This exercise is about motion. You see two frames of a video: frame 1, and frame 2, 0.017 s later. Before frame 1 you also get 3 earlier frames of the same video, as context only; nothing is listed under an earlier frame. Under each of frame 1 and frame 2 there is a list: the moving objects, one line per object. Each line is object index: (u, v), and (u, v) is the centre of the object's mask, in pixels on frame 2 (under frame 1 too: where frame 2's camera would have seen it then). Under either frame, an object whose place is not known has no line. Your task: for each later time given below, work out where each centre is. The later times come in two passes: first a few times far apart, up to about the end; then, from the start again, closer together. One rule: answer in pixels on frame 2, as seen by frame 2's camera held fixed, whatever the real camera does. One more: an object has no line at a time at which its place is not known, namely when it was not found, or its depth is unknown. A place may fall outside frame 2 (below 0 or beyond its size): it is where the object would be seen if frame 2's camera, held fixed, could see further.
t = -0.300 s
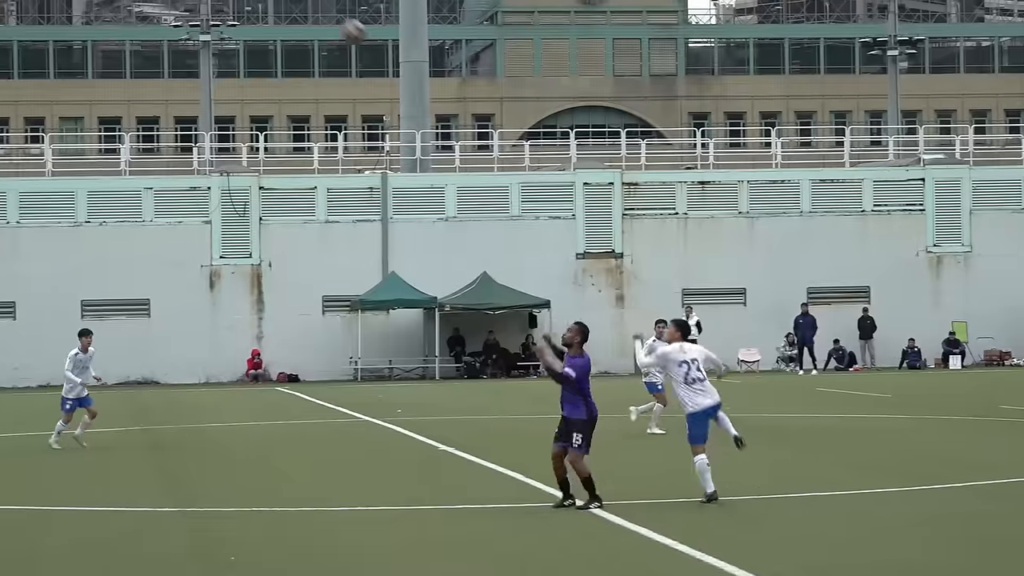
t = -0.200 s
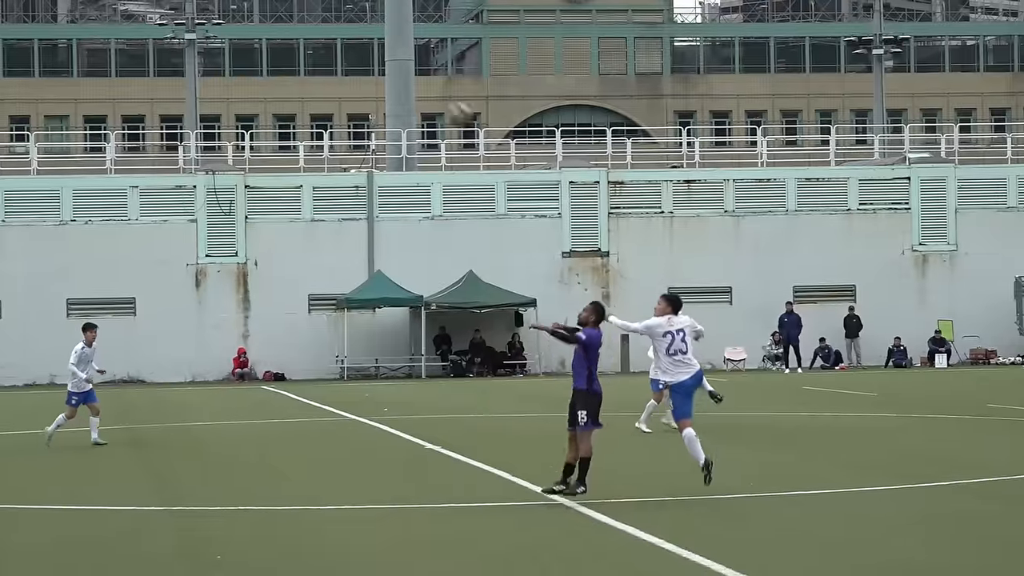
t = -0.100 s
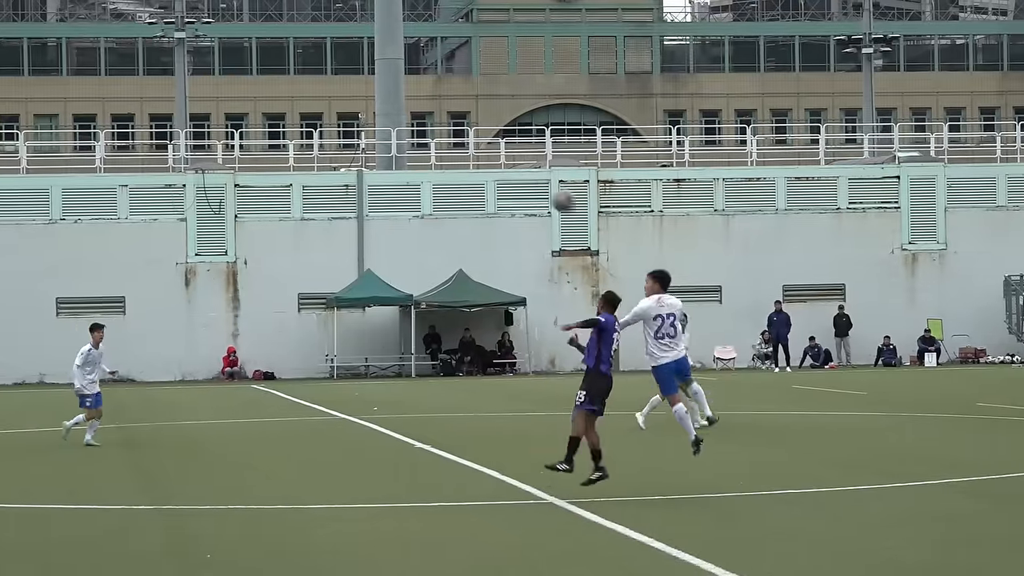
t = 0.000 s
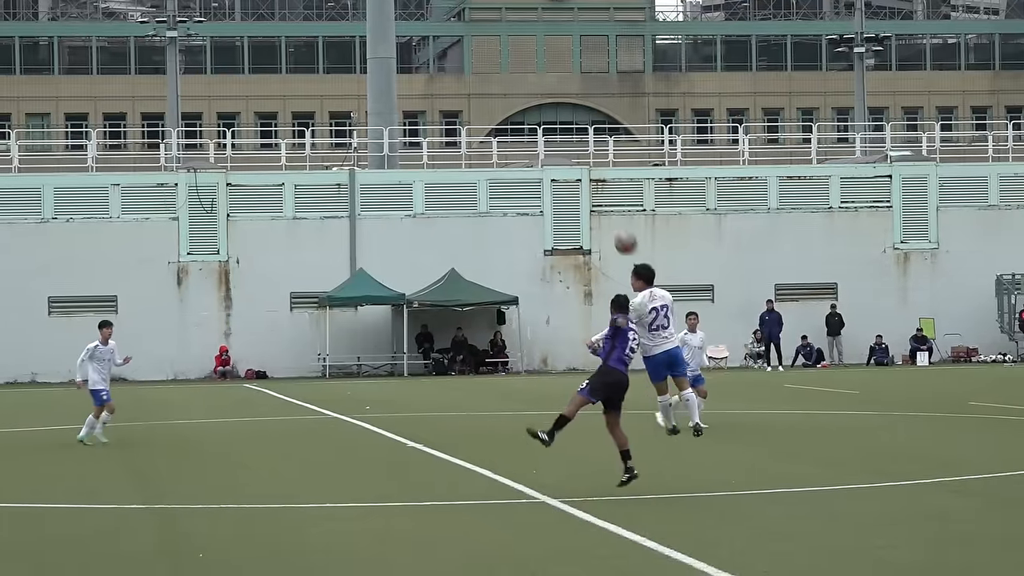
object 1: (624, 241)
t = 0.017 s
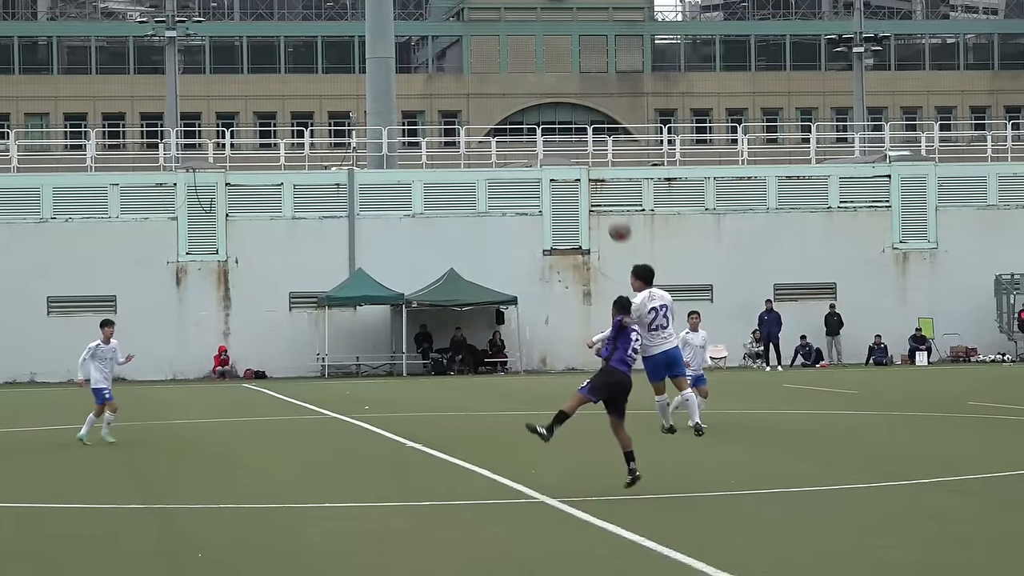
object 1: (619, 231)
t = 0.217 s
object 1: (566, 113)
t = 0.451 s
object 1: (519, 45)
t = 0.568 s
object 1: (502, 33)
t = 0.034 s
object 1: (614, 219)
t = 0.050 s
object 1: (609, 206)
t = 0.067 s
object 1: (605, 195)
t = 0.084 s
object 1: (600, 183)
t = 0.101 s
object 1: (595, 174)
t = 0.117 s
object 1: (589, 163)
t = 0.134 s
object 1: (586, 155)
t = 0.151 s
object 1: (582, 147)
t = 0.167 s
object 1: (578, 137)
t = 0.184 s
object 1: (574, 128)
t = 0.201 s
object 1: (570, 120)
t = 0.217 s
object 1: (566, 113)
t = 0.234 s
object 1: (561, 103)
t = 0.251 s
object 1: (558, 97)
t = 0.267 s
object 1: (554, 92)
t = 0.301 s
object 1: (547, 80)
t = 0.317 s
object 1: (544, 76)
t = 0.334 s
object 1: (540, 71)
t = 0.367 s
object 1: (533, 62)
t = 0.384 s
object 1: (530, 57)
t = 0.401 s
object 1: (528, 54)
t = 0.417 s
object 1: (525, 50)
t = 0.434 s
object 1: (522, 47)
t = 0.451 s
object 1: (519, 45)
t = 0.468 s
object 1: (516, 42)
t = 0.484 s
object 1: (513, 40)
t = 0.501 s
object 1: (511, 38)
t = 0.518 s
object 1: (509, 36)
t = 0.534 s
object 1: (505, 35)
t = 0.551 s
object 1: (504, 34)
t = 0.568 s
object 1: (502, 33)
